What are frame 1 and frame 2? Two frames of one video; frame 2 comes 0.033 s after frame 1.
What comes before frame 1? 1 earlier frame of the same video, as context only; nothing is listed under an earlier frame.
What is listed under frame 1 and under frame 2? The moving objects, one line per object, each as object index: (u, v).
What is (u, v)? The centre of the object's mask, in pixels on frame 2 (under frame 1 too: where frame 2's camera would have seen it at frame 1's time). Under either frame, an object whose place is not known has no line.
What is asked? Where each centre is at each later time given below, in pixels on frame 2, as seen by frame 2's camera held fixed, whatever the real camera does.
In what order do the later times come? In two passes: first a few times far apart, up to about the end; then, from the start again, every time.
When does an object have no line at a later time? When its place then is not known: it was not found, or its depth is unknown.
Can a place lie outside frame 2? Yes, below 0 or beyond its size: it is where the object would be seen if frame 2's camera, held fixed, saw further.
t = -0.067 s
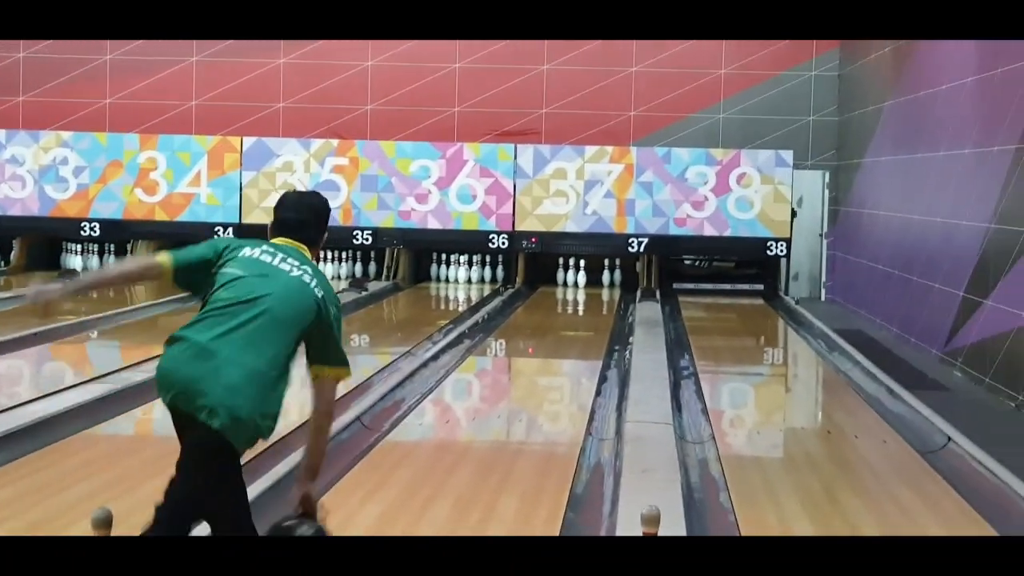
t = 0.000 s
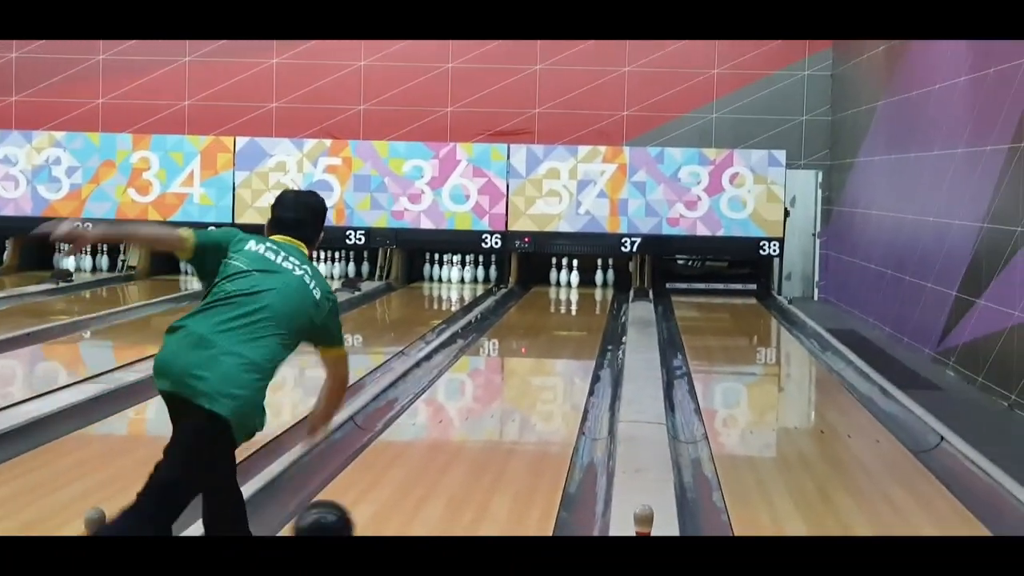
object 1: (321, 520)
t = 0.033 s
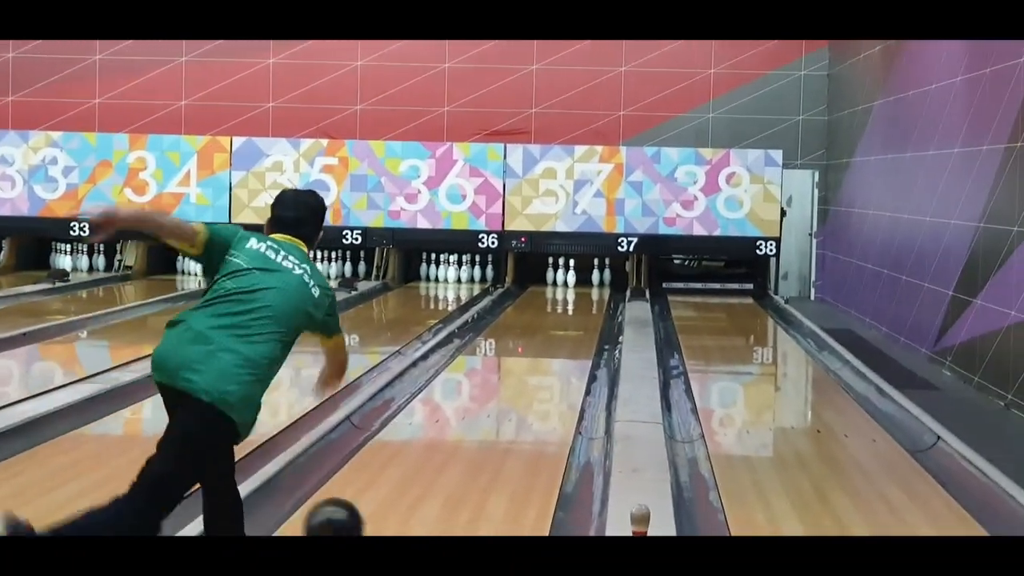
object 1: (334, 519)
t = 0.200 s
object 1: (389, 473)
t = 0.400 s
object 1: (433, 424)
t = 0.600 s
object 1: (465, 388)
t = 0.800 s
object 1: (488, 363)
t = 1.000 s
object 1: (507, 343)
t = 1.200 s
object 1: (521, 328)
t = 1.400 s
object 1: (533, 315)
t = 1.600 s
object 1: (543, 304)
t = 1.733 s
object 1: (549, 298)
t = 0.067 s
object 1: (347, 515)
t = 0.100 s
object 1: (359, 506)
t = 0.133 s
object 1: (369, 495)
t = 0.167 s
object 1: (380, 484)
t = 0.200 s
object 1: (389, 473)
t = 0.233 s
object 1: (398, 463)
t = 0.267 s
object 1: (406, 455)
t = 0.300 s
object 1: (414, 447)
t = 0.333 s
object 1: (421, 438)
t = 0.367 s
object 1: (427, 431)
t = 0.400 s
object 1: (433, 424)
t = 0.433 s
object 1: (439, 417)
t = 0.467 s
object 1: (445, 411)
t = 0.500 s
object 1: (450, 405)
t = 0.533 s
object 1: (455, 399)
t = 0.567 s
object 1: (460, 394)
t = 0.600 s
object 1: (465, 388)
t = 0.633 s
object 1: (469, 384)
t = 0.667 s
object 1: (473, 379)
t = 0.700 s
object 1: (477, 375)
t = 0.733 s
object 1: (481, 371)
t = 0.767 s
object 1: (485, 367)
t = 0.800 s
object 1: (488, 363)
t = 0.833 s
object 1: (492, 359)
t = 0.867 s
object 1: (495, 356)
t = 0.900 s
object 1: (498, 352)
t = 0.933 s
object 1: (501, 349)
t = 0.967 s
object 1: (504, 346)
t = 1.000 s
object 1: (507, 343)
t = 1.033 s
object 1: (509, 340)
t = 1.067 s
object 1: (512, 338)
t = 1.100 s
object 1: (514, 335)
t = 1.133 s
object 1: (517, 332)
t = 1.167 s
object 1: (519, 330)
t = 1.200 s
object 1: (521, 328)
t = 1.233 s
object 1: (524, 325)
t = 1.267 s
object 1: (526, 323)
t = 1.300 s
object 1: (527, 321)
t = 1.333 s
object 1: (529, 319)
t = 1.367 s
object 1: (531, 317)
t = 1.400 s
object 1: (533, 315)
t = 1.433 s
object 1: (535, 313)
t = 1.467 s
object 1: (537, 312)
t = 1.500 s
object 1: (538, 310)
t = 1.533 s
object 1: (540, 308)
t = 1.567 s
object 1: (541, 306)
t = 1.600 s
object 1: (543, 304)
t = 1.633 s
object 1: (544, 303)
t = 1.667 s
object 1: (546, 301)
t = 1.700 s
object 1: (547, 300)
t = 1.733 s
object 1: (549, 298)
